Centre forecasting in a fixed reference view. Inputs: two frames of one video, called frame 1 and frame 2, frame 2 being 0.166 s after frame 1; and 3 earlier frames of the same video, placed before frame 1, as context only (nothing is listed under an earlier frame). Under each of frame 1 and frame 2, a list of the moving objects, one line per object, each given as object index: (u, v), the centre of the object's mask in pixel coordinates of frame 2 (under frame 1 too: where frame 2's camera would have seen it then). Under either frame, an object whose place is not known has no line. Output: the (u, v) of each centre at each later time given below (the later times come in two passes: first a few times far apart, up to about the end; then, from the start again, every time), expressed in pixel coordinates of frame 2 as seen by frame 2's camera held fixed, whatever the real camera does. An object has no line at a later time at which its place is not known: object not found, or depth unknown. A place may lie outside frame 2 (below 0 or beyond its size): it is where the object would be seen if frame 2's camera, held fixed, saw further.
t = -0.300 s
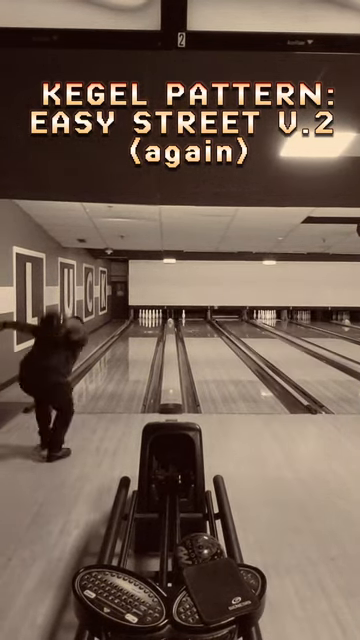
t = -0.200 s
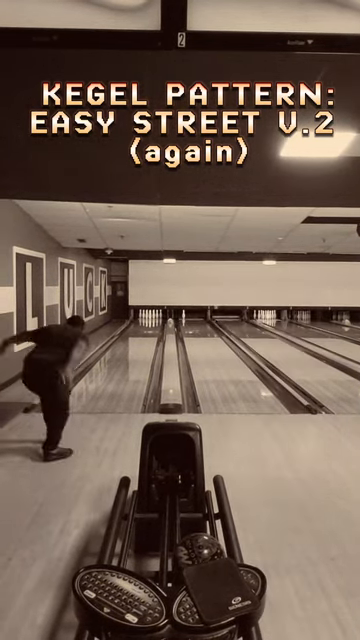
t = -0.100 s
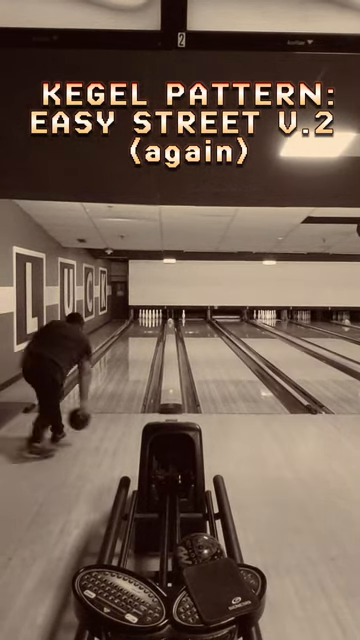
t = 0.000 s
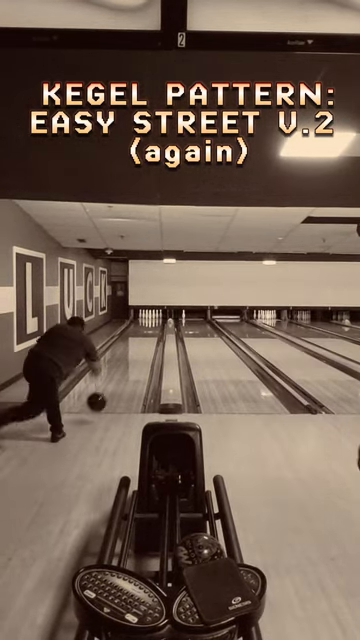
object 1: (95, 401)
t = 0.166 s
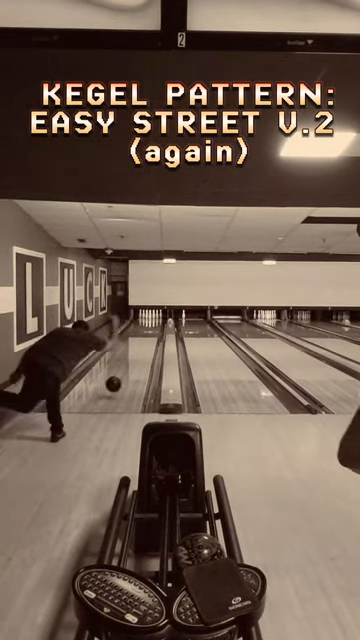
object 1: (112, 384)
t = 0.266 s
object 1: (119, 379)
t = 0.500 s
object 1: (132, 361)
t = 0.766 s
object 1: (142, 348)
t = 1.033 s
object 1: (148, 338)
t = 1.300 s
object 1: (152, 332)
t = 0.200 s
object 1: (115, 383)
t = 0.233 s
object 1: (117, 383)
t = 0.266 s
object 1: (119, 379)
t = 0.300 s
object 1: (121, 376)
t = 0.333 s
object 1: (123, 374)
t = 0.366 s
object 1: (126, 370)
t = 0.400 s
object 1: (128, 368)
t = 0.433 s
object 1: (129, 366)
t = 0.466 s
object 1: (131, 363)
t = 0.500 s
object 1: (132, 361)
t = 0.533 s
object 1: (134, 359)
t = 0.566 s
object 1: (136, 357)
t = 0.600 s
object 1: (136, 356)
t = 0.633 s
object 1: (138, 354)
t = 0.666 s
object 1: (139, 352)
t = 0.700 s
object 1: (140, 351)
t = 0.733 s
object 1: (141, 349)
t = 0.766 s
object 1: (142, 348)
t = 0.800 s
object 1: (143, 347)
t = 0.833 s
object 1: (144, 345)
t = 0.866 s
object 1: (145, 344)
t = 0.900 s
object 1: (145, 343)
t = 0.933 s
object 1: (146, 342)
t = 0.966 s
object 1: (147, 340)
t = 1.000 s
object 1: (147, 339)
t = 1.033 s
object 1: (148, 338)
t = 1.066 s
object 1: (148, 337)
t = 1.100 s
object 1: (149, 336)
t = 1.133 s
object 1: (150, 335)
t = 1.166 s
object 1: (150, 334)
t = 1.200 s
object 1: (151, 334)
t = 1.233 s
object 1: (151, 333)
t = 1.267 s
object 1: (151, 332)
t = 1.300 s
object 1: (152, 332)
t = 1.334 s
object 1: (152, 331)
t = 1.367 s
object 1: (152, 330)
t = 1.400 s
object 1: (153, 330)
